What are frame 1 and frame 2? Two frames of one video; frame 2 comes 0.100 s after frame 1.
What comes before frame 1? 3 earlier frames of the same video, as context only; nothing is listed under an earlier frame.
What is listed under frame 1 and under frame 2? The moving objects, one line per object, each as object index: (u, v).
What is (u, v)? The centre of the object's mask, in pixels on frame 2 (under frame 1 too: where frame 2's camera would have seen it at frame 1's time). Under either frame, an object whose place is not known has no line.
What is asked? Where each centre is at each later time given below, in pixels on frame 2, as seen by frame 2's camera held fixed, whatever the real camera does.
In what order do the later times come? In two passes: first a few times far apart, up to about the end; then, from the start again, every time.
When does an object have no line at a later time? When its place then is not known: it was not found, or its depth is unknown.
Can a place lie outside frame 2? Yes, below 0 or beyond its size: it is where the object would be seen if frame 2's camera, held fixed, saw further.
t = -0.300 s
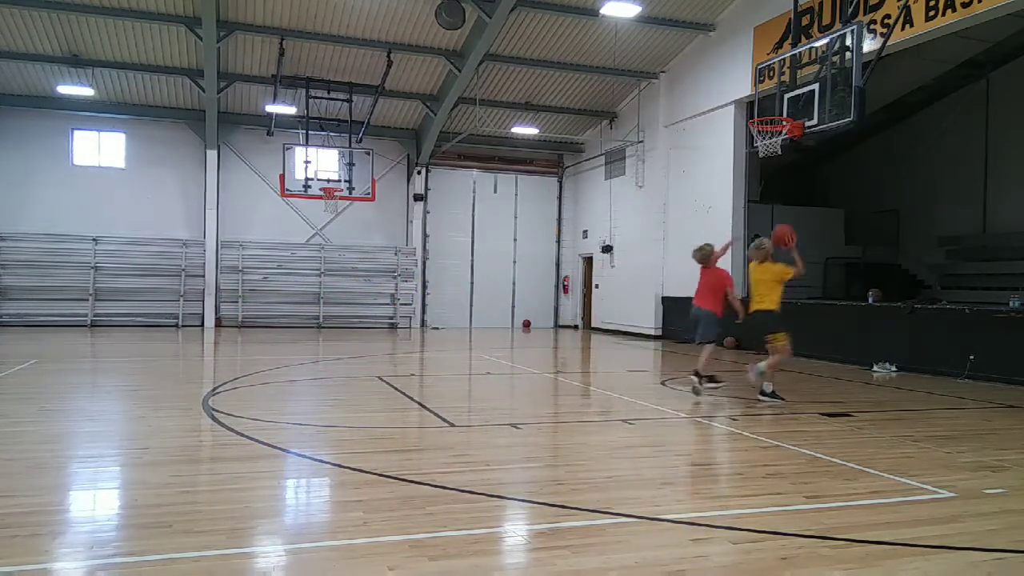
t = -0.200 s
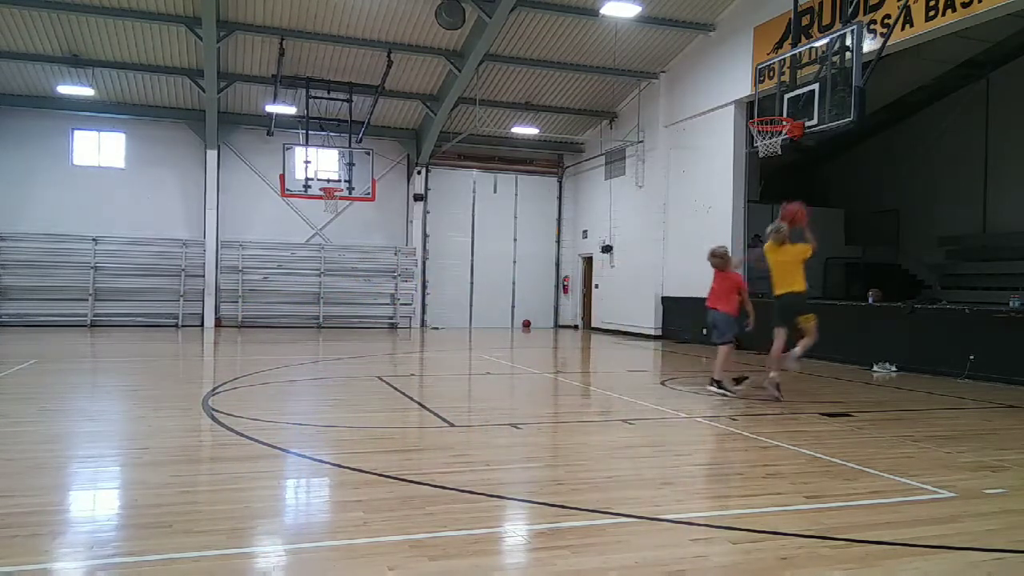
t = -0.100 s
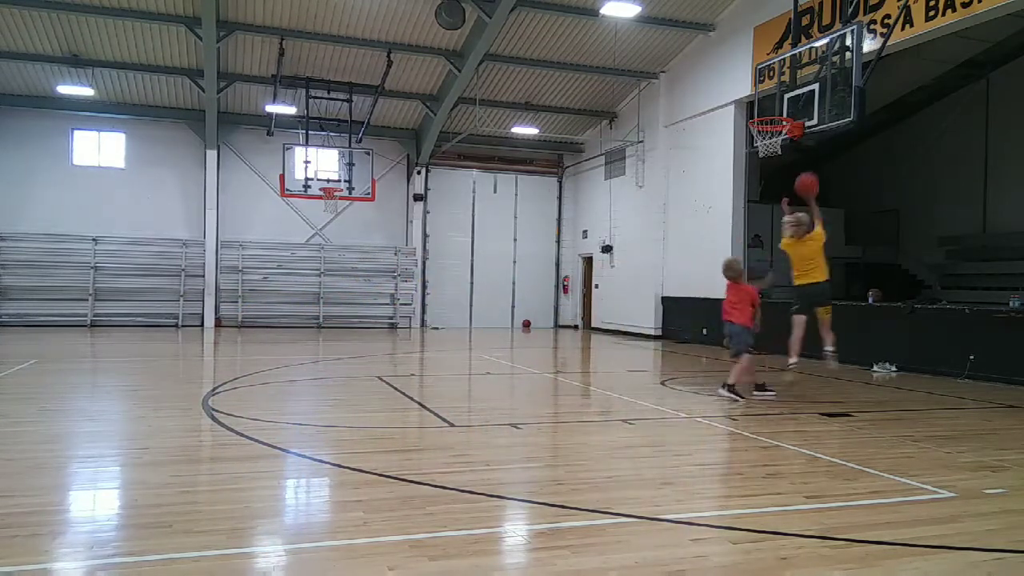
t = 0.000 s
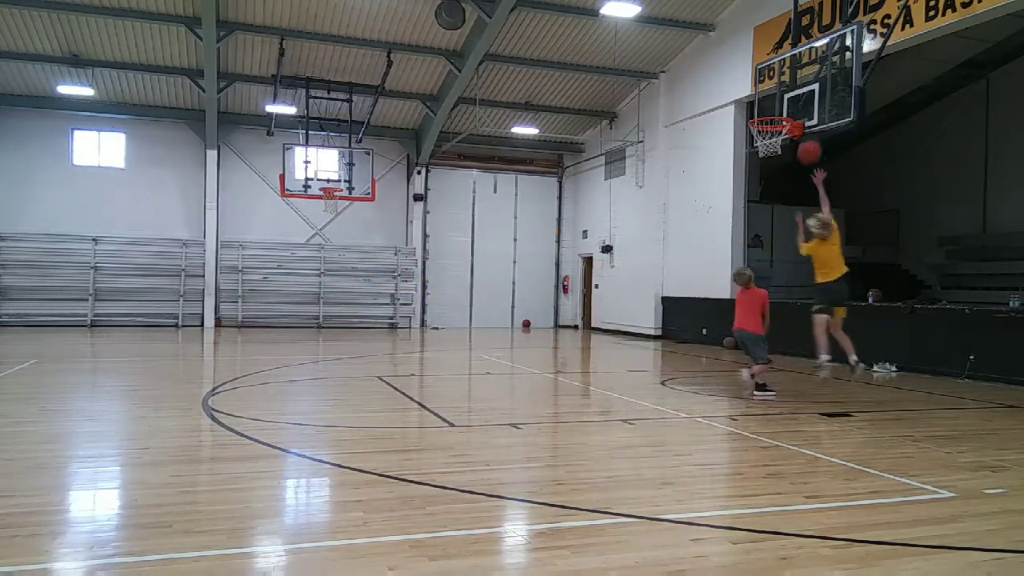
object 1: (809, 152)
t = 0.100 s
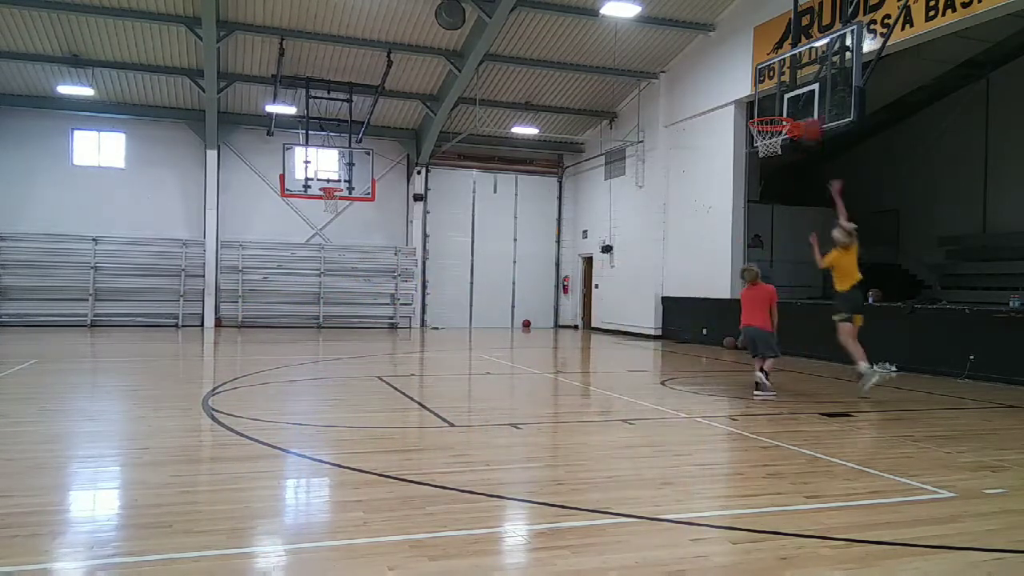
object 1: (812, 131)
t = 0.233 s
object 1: (810, 115)
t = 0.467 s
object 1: (807, 111)
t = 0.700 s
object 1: (820, 146)
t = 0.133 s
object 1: (811, 124)
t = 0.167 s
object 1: (811, 120)
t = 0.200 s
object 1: (811, 117)
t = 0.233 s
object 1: (810, 115)
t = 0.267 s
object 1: (807, 113)
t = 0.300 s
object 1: (802, 113)
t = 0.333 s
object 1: (802, 112)
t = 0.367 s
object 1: (802, 111)
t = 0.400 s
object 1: (804, 110)
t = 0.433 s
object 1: (806, 110)
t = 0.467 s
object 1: (807, 111)
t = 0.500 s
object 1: (809, 112)
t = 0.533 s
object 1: (810, 116)
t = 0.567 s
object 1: (812, 120)
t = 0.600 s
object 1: (815, 126)
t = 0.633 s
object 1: (817, 132)
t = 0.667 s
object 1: (818, 139)
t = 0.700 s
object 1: (820, 146)
